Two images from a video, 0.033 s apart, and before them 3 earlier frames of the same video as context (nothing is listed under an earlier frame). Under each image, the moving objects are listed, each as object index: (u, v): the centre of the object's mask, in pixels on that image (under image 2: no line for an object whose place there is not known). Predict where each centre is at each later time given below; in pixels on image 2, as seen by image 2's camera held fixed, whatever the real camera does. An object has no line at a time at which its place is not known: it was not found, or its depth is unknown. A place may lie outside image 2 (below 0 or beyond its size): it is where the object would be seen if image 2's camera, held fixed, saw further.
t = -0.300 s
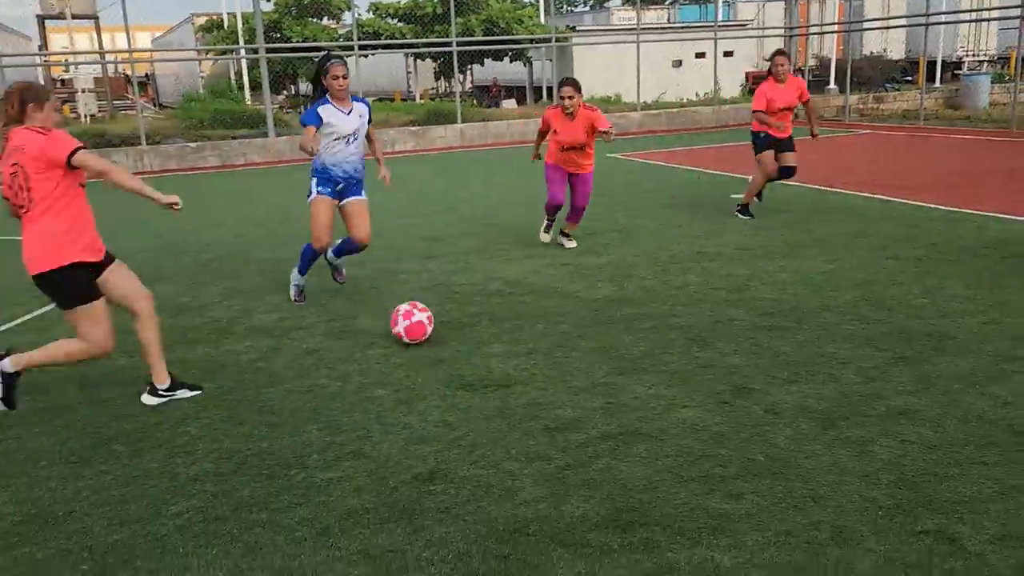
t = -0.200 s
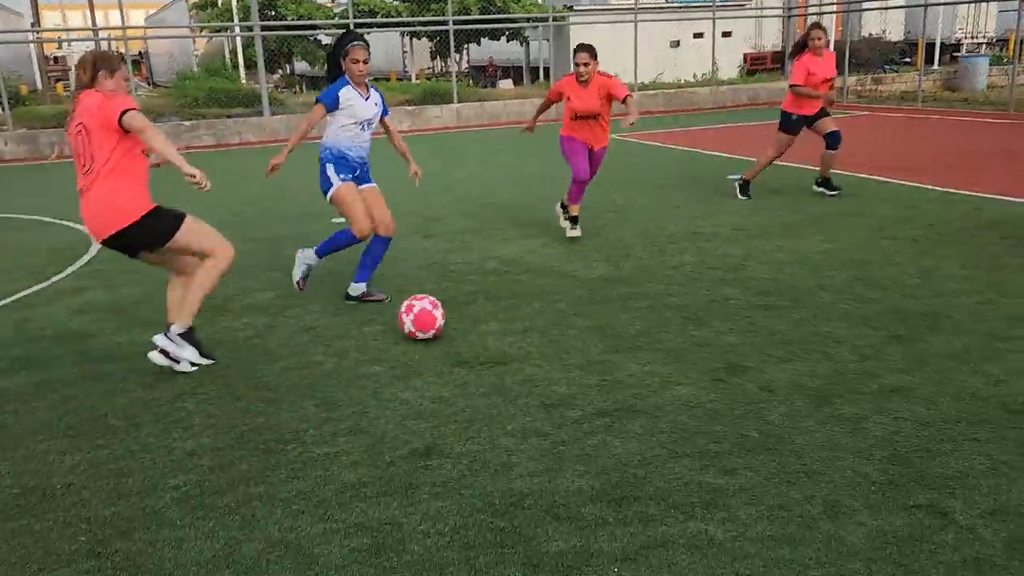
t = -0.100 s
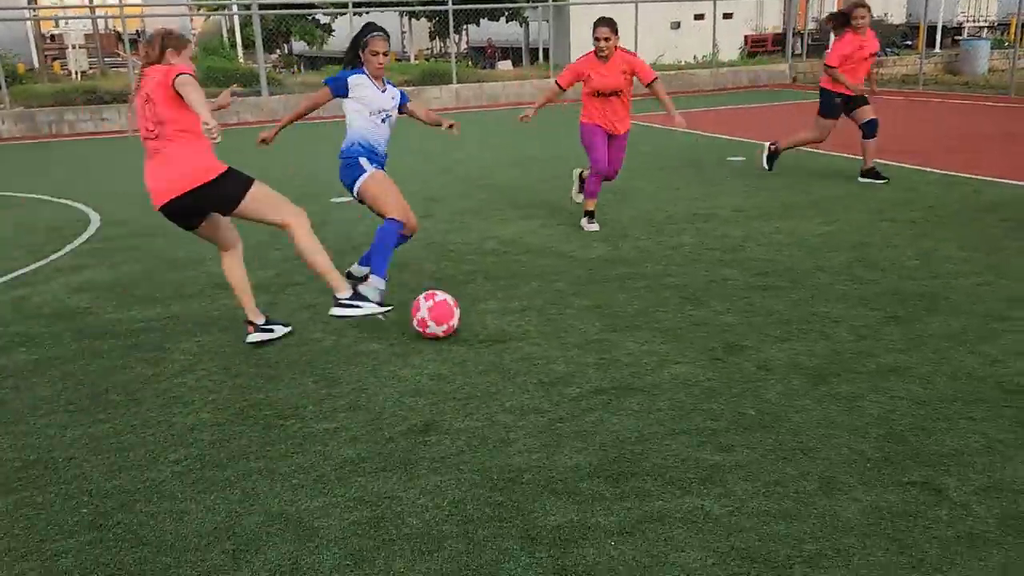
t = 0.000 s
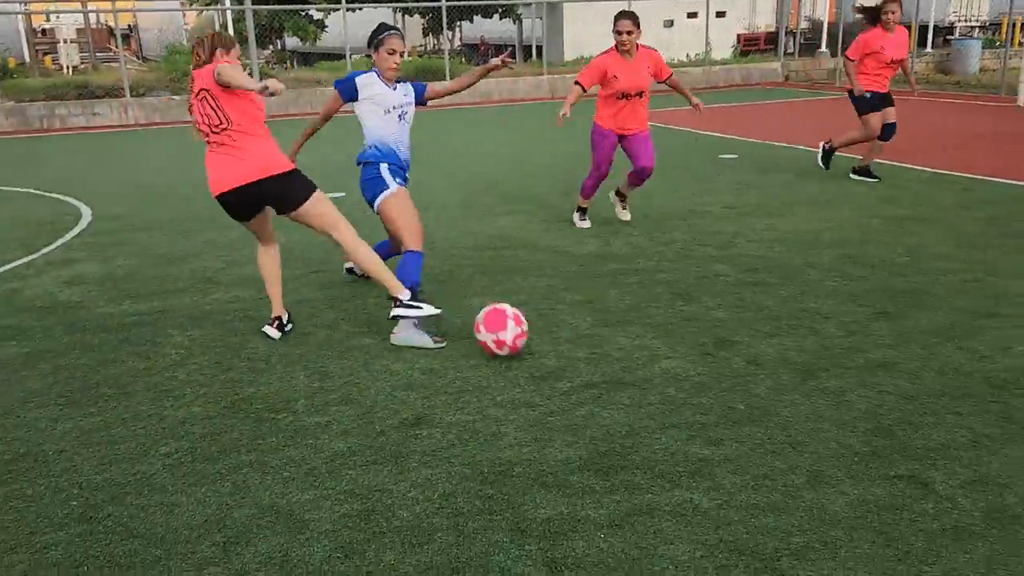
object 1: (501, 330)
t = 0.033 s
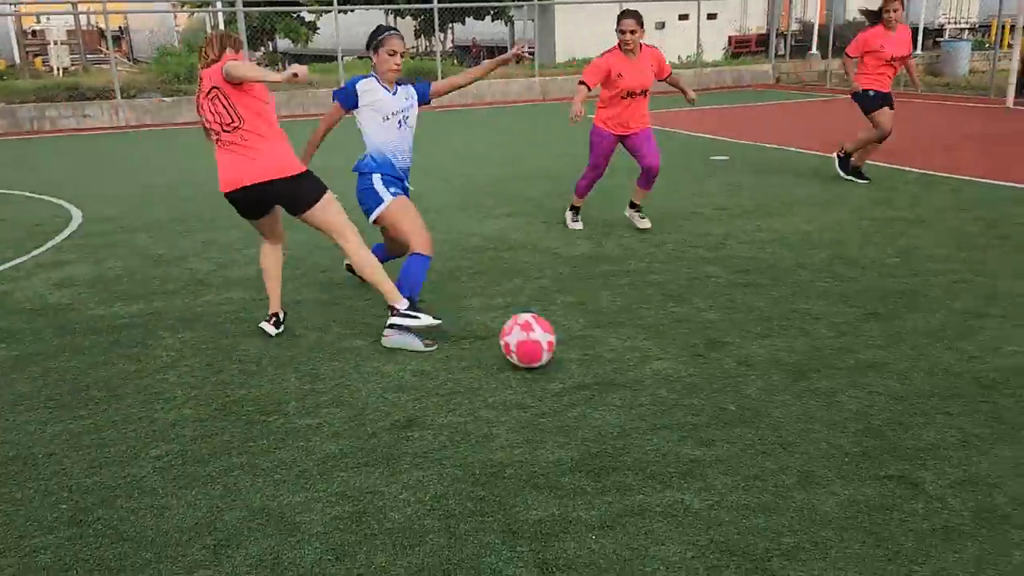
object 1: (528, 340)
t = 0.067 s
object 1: (564, 351)
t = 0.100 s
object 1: (600, 359)
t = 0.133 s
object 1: (636, 369)
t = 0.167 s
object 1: (676, 382)
